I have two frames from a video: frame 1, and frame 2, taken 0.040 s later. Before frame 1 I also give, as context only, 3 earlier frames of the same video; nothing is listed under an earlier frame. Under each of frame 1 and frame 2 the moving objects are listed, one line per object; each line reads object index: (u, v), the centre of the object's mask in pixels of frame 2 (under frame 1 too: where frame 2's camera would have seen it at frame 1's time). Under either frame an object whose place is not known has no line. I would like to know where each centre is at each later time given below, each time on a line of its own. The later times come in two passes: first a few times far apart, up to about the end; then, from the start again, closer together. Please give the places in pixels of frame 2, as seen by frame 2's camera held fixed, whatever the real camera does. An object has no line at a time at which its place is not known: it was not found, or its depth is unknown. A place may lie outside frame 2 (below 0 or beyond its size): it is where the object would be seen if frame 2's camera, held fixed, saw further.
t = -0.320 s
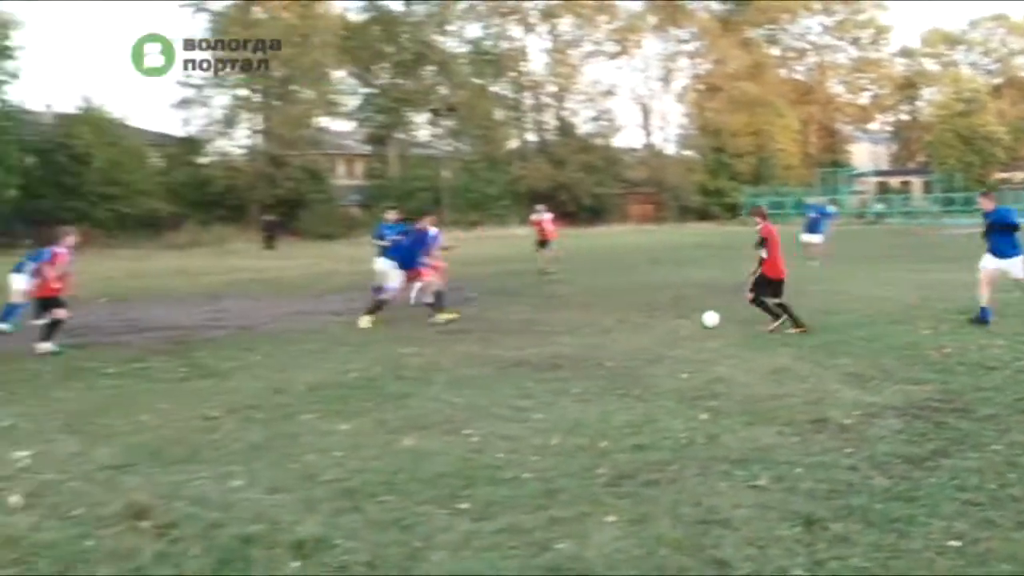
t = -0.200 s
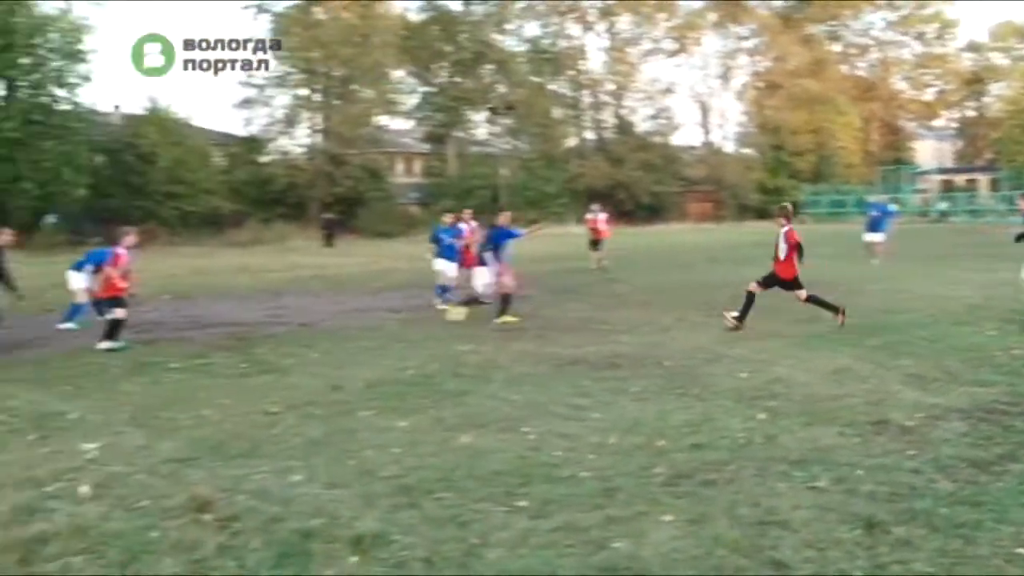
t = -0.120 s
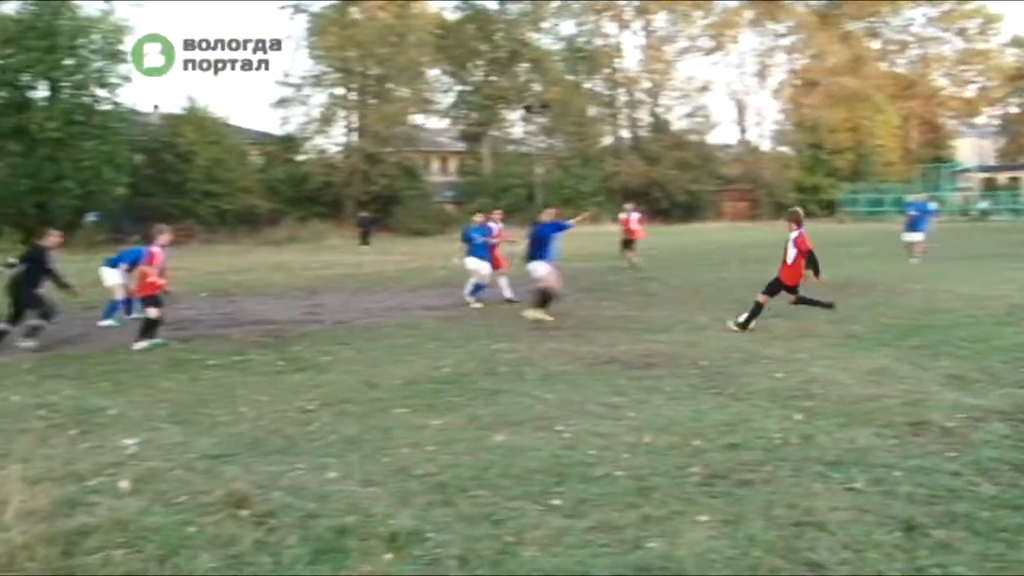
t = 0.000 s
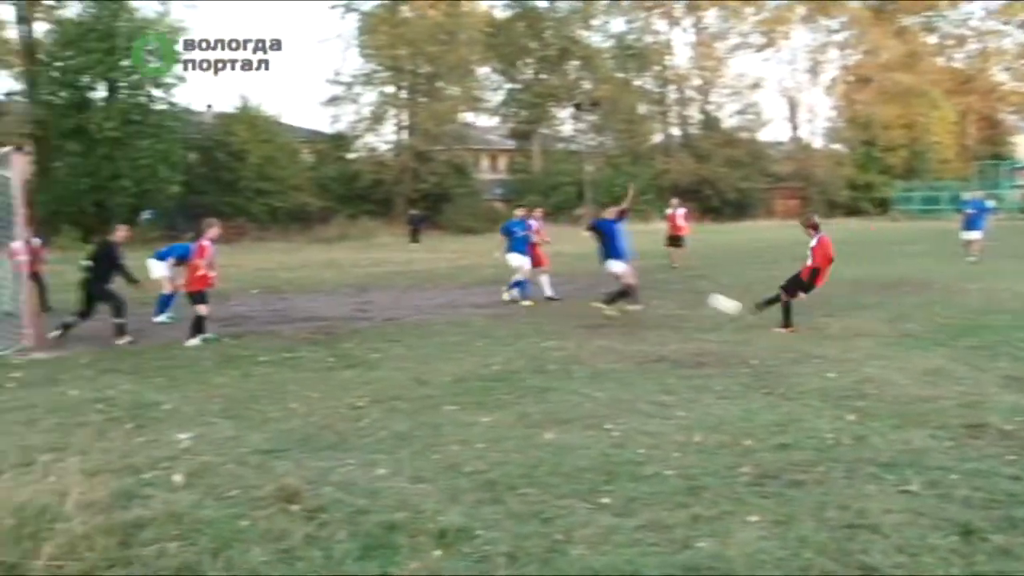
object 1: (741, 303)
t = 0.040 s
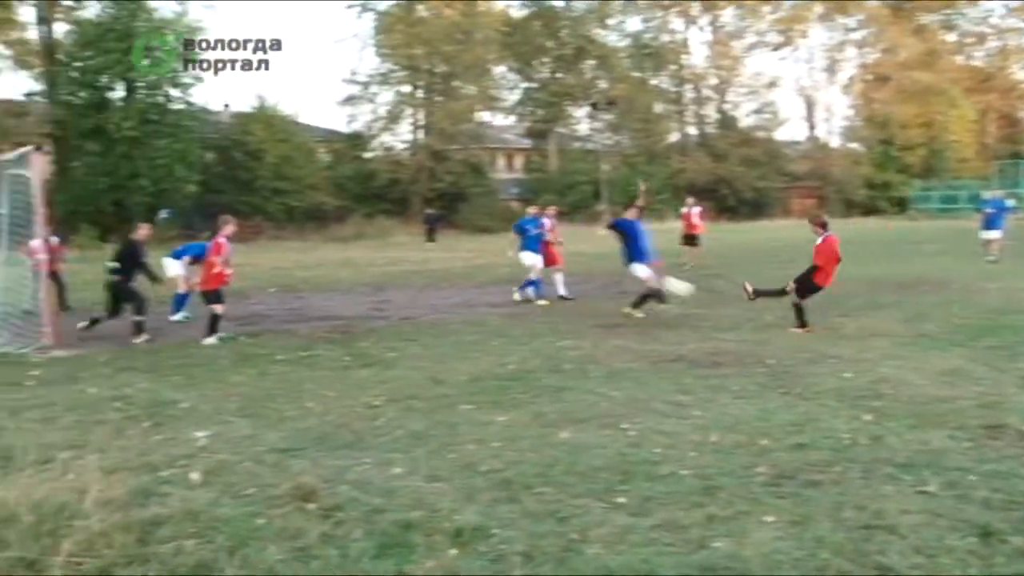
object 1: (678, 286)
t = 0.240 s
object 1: (379, 227)
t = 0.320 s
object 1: (270, 214)
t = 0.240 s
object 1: (379, 227)
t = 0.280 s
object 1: (323, 219)
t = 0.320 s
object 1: (270, 214)
